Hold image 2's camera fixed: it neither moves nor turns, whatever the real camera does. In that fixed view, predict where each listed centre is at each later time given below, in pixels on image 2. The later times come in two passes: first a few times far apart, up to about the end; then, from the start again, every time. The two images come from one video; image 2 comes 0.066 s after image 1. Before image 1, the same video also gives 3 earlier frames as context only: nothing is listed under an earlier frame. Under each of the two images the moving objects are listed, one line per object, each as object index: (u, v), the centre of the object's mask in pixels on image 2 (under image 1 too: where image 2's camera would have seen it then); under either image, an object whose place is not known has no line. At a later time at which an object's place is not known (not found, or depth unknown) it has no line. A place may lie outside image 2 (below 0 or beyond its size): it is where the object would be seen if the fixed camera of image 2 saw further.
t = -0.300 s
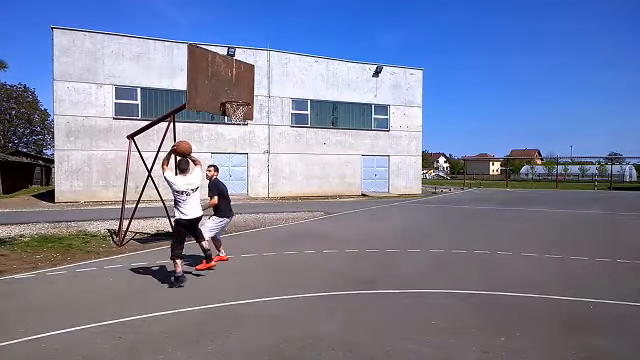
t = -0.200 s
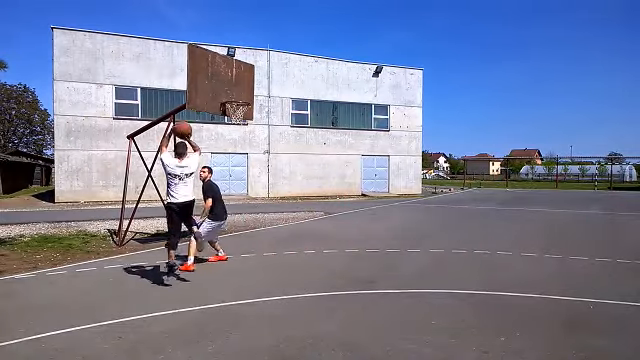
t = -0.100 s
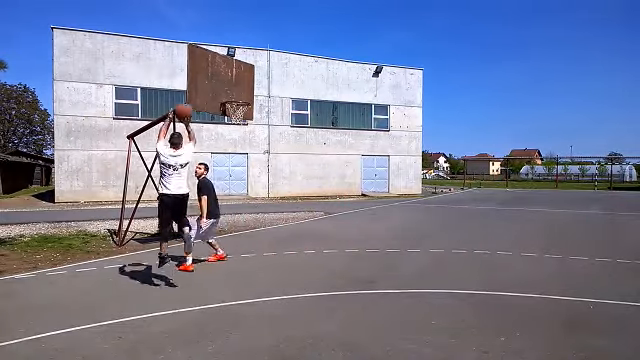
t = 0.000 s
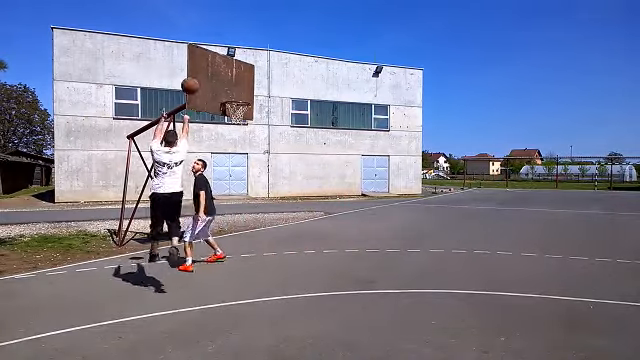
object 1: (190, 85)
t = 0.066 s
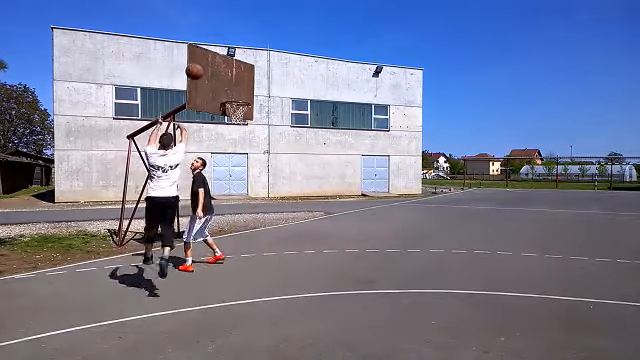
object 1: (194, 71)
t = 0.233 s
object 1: (203, 51)
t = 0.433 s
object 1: (212, 51)
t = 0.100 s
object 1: (196, 65)
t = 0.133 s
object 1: (198, 60)
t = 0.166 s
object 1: (200, 57)
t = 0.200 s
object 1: (201, 54)
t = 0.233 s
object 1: (203, 51)
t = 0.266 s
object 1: (204, 49)
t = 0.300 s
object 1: (206, 49)
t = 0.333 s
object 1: (207, 49)
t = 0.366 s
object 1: (209, 49)
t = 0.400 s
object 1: (210, 50)
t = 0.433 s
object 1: (212, 51)
